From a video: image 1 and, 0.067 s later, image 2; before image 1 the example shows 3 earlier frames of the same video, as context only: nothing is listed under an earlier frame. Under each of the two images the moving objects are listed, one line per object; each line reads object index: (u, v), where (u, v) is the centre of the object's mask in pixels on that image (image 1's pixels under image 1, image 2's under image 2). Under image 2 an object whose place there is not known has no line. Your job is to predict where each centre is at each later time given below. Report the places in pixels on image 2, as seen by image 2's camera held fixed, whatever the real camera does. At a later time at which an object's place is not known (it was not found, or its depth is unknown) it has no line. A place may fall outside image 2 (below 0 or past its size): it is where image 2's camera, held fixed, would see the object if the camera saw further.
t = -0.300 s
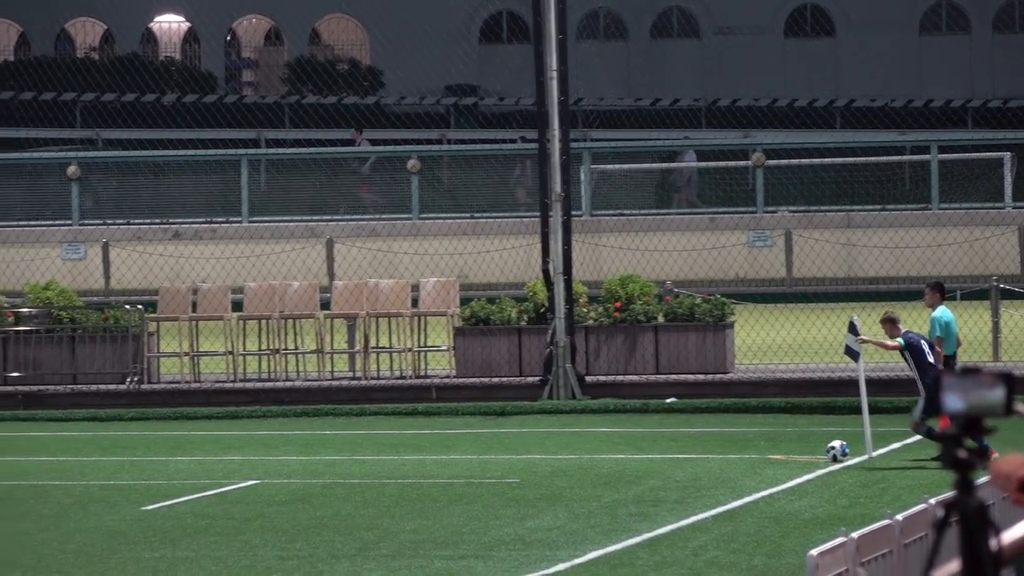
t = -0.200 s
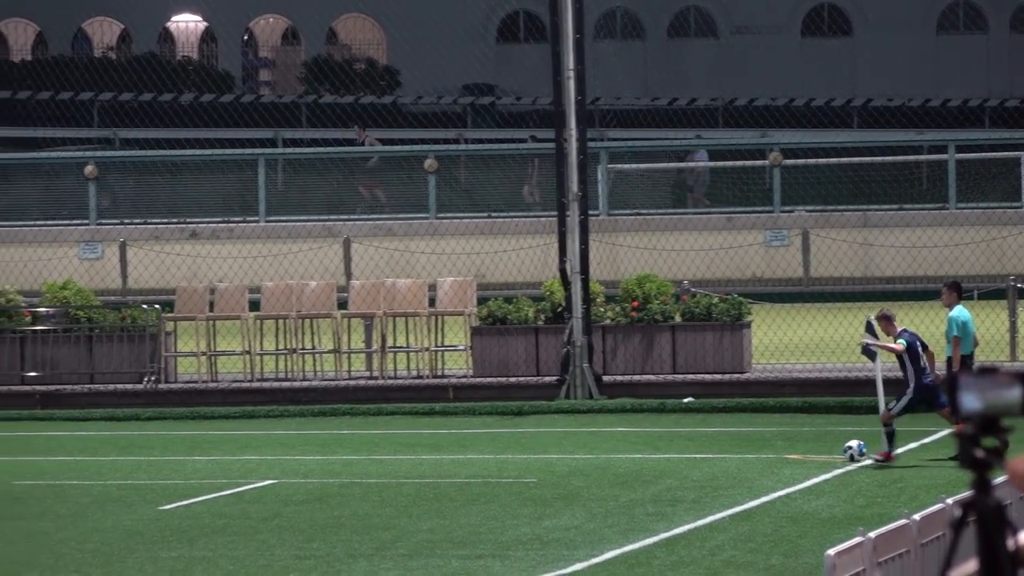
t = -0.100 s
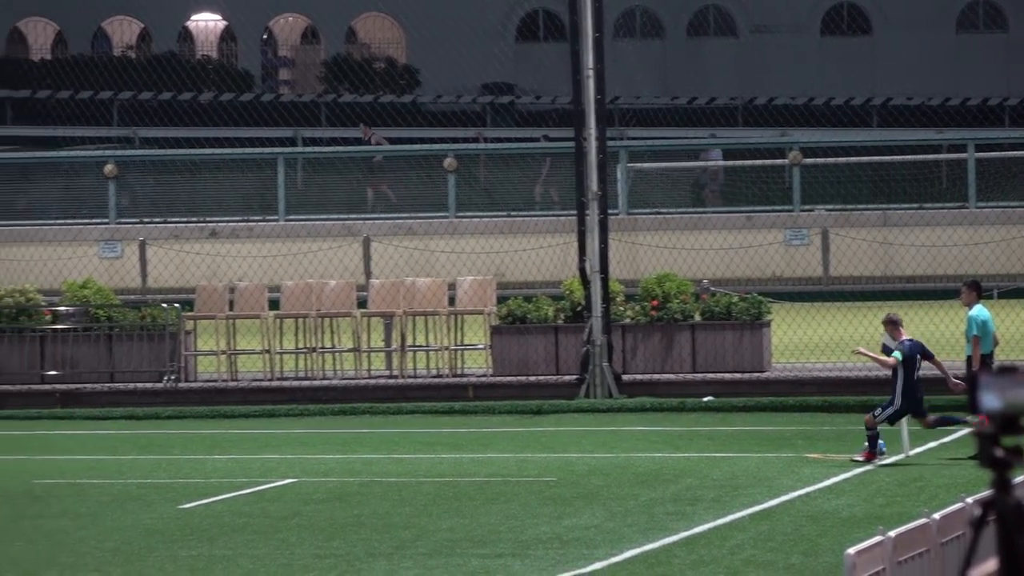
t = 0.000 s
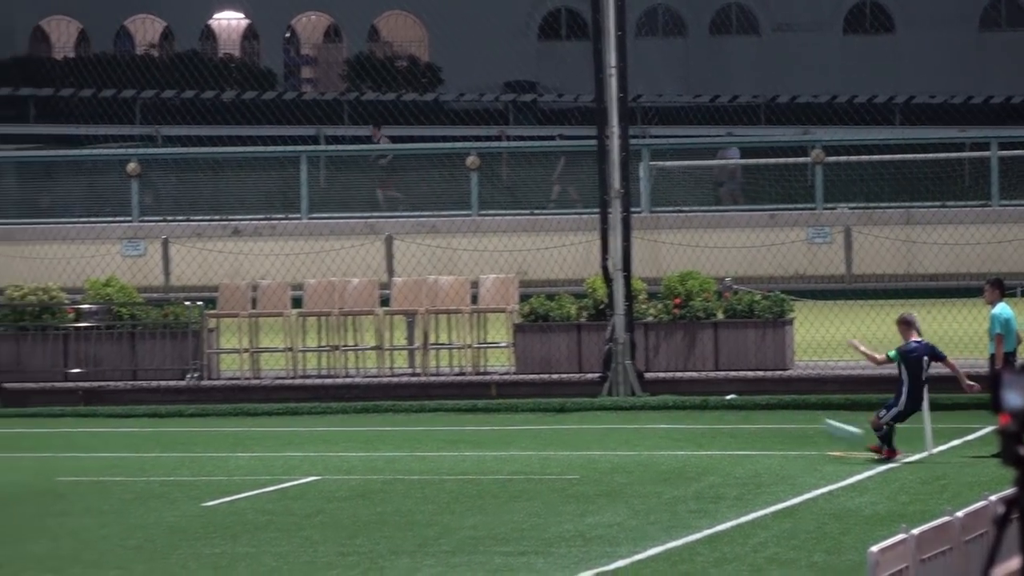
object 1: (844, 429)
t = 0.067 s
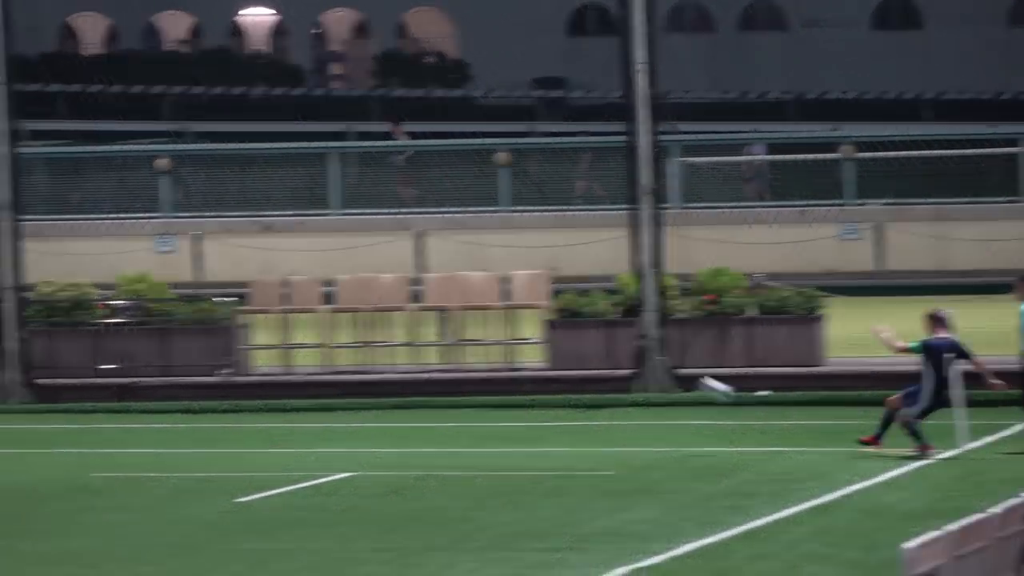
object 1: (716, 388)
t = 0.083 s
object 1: (677, 380)
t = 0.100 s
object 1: (638, 370)
